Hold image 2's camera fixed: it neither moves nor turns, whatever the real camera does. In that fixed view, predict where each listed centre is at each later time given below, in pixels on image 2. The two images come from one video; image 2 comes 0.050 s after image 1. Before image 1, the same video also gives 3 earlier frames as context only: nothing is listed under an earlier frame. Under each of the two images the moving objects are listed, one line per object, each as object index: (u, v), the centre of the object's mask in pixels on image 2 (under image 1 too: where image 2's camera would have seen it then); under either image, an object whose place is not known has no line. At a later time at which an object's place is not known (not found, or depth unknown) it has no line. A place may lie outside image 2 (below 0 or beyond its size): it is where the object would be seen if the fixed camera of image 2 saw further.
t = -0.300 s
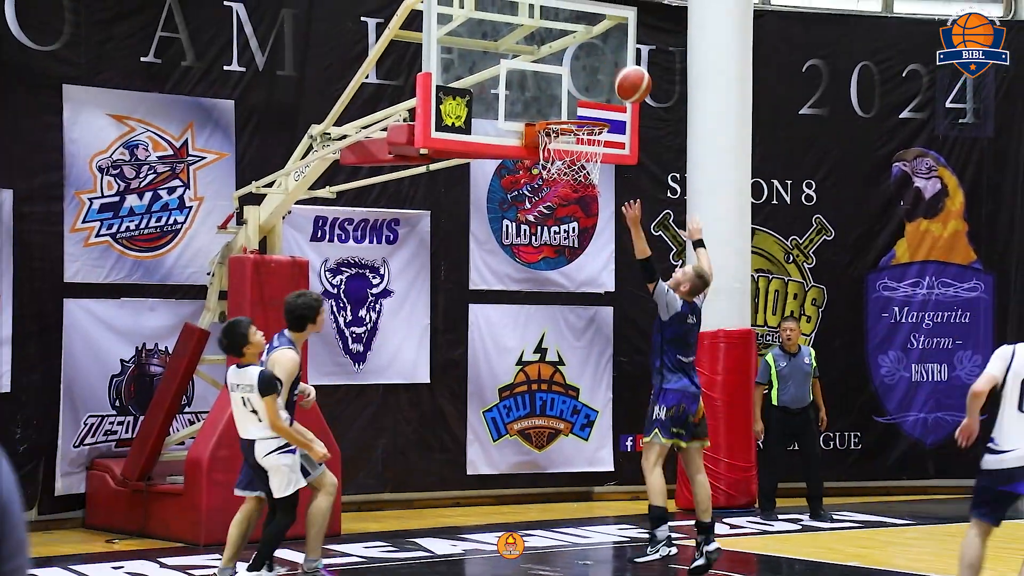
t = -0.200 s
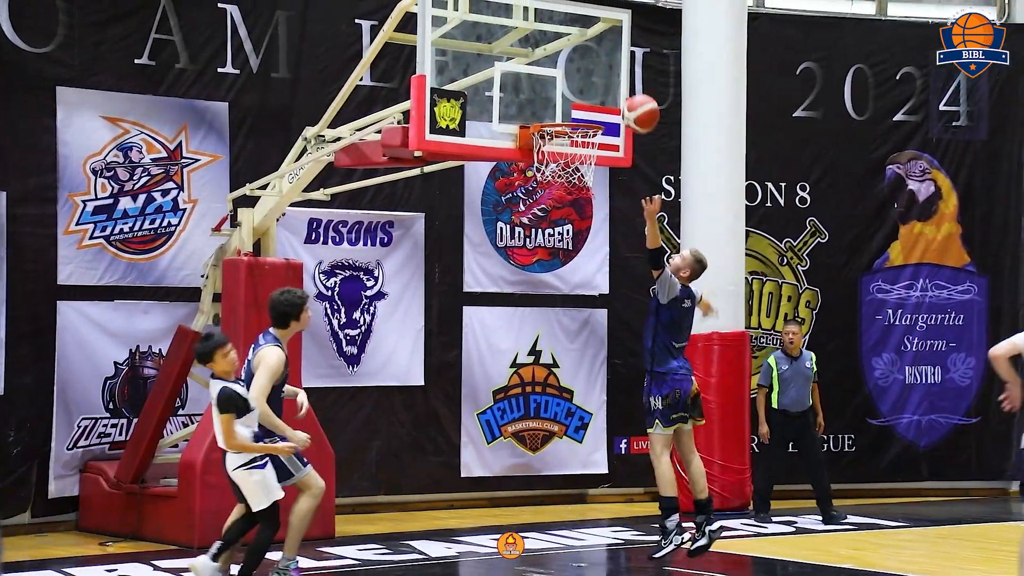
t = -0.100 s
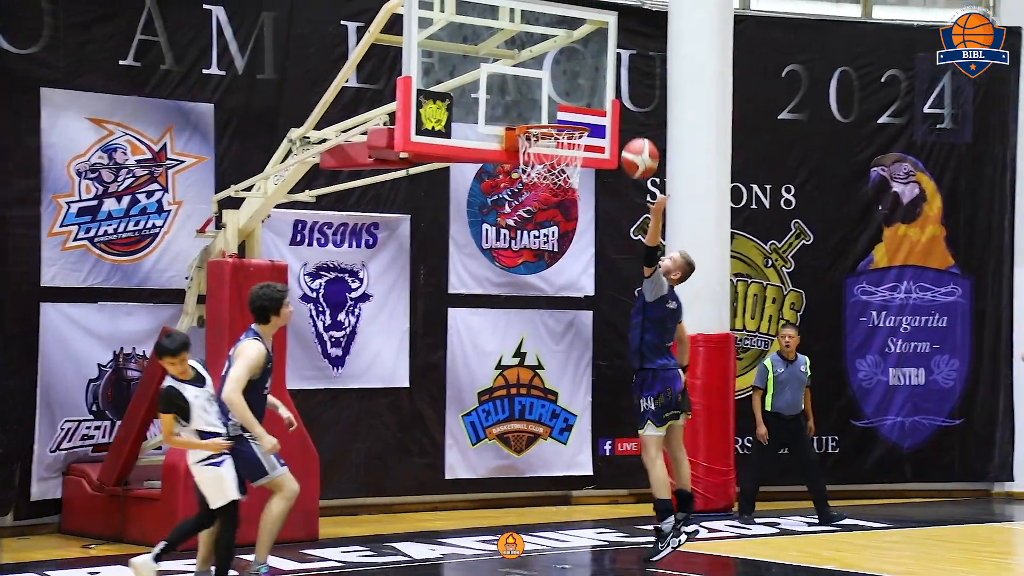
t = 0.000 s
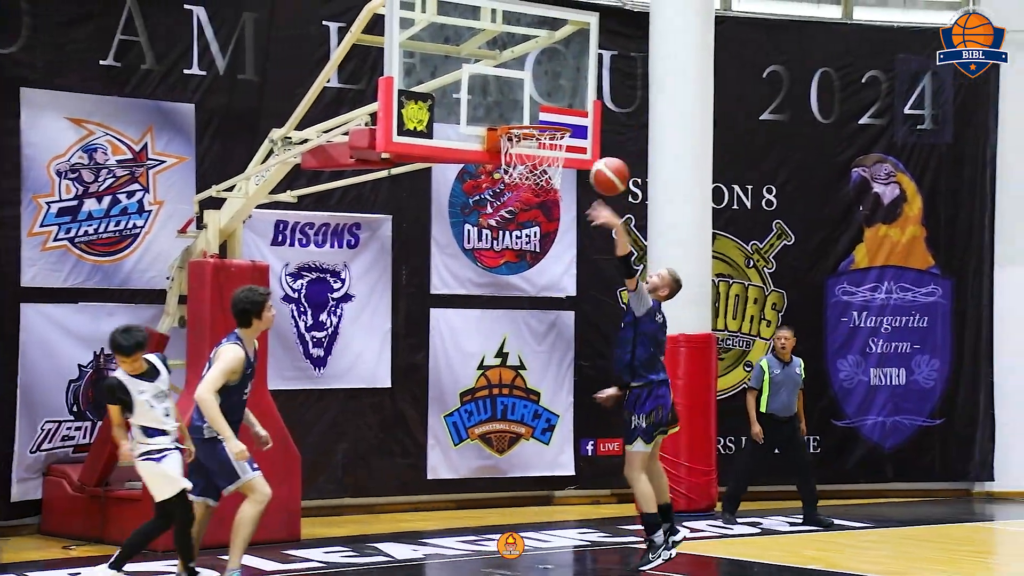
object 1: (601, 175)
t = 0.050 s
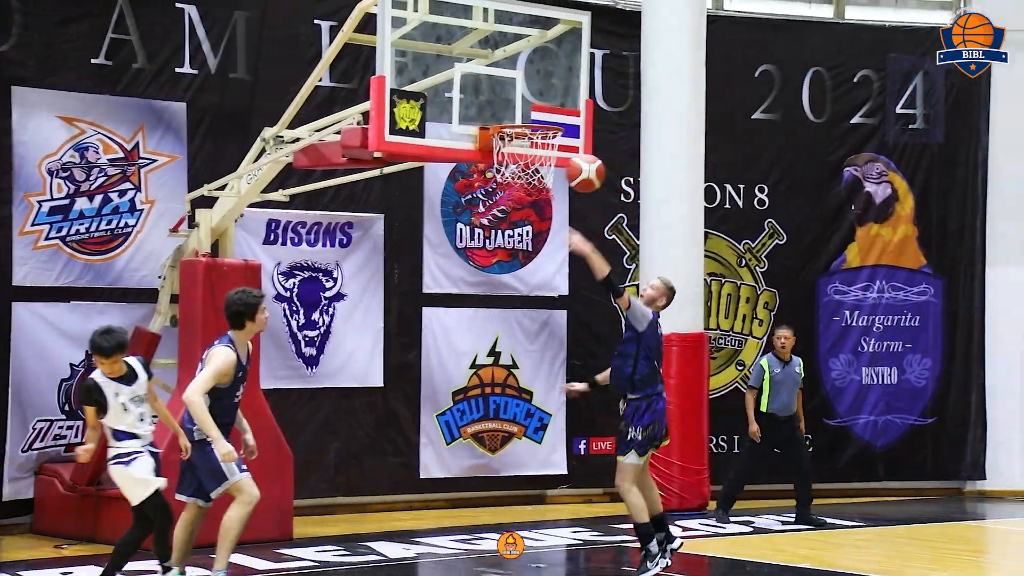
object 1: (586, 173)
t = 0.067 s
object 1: (580, 173)
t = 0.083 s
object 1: (575, 173)
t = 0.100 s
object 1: (569, 174)
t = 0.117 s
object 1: (564, 175)
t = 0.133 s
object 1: (559, 176)
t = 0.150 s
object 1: (553, 179)
